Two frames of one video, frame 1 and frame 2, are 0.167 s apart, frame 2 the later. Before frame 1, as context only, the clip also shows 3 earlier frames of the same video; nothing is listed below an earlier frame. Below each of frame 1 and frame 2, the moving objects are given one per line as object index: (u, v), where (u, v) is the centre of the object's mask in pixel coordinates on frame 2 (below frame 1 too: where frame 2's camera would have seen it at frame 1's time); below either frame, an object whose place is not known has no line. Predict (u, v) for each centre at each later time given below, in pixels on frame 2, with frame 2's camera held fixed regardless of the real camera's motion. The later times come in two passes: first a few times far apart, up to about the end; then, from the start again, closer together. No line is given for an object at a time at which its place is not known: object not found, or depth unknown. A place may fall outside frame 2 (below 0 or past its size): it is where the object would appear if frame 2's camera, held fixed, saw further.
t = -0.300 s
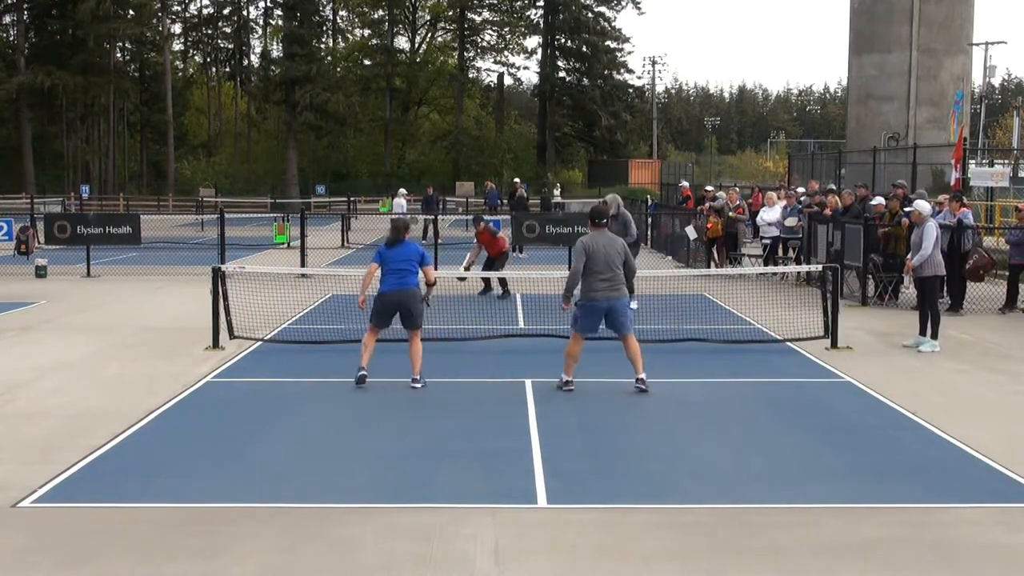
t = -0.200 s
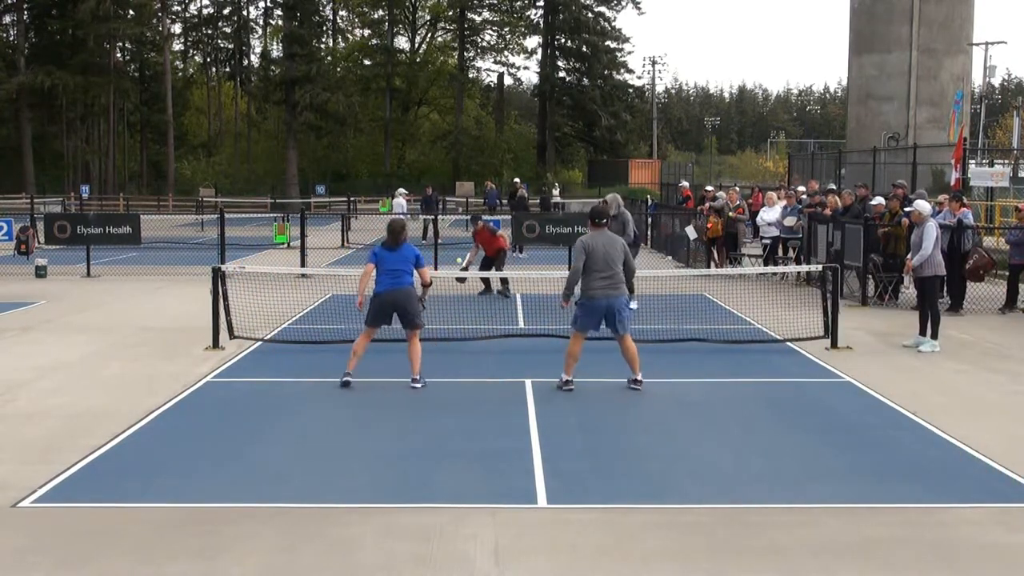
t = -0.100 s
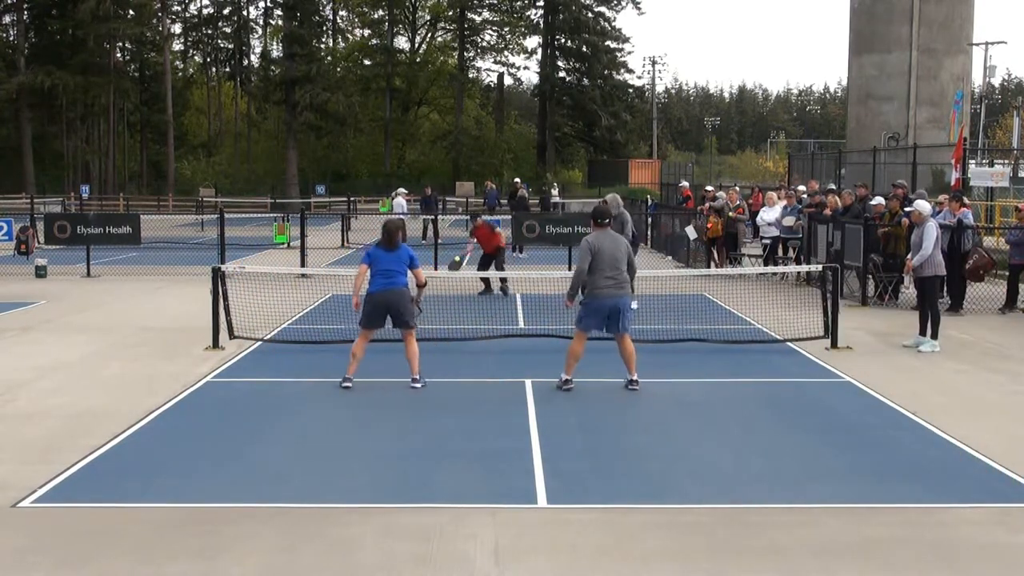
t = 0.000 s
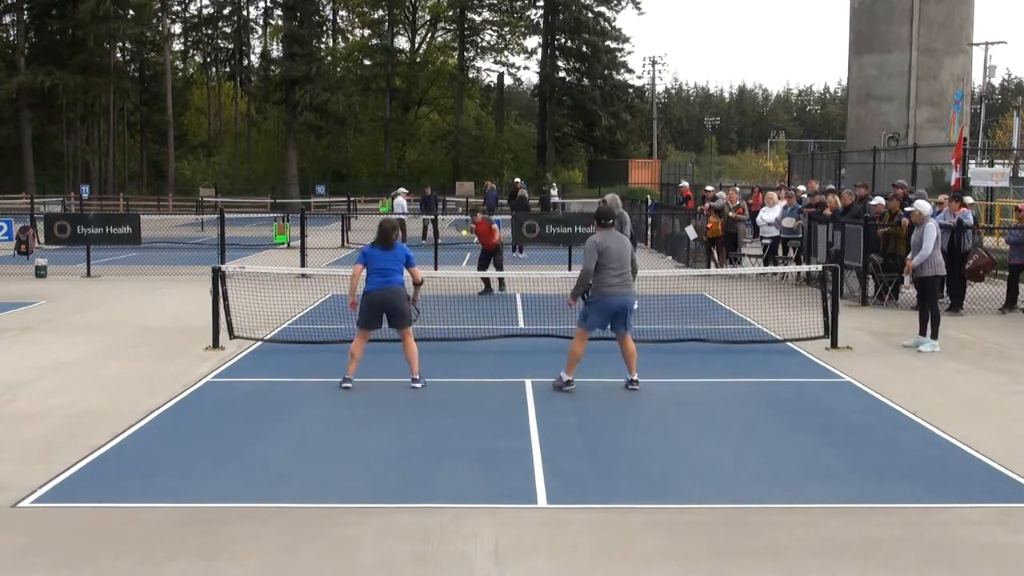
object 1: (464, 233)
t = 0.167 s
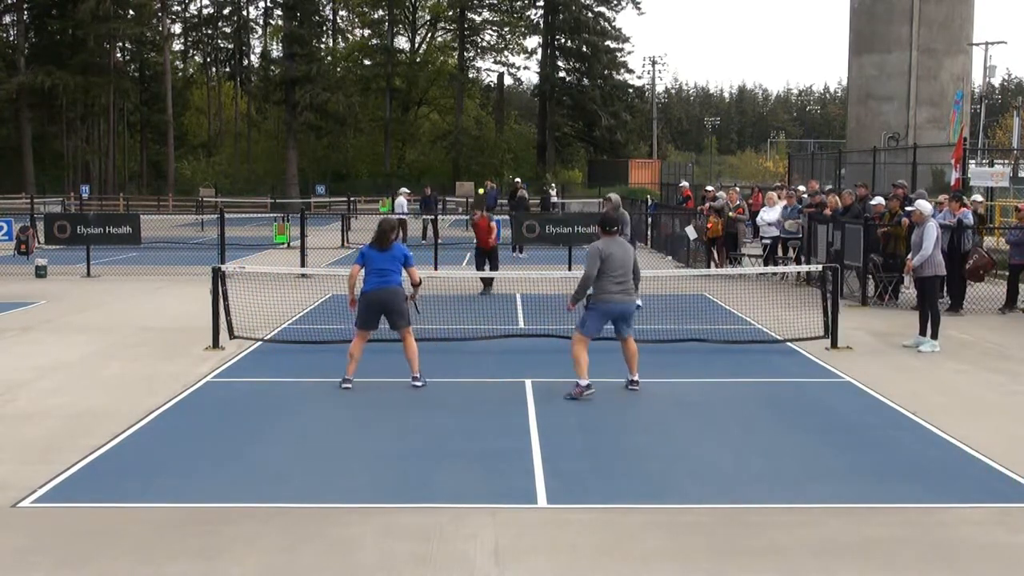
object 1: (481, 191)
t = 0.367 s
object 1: (503, 166)
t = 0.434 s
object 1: (511, 165)
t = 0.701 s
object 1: (547, 201)
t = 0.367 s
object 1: (503, 166)
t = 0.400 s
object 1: (507, 165)
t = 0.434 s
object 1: (511, 165)
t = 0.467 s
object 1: (515, 166)
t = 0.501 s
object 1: (520, 167)
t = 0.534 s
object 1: (524, 170)
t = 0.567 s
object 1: (529, 174)
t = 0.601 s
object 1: (533, 179)
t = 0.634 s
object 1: (538, 185)
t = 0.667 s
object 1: (542, 192)
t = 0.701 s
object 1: (547, 201)
